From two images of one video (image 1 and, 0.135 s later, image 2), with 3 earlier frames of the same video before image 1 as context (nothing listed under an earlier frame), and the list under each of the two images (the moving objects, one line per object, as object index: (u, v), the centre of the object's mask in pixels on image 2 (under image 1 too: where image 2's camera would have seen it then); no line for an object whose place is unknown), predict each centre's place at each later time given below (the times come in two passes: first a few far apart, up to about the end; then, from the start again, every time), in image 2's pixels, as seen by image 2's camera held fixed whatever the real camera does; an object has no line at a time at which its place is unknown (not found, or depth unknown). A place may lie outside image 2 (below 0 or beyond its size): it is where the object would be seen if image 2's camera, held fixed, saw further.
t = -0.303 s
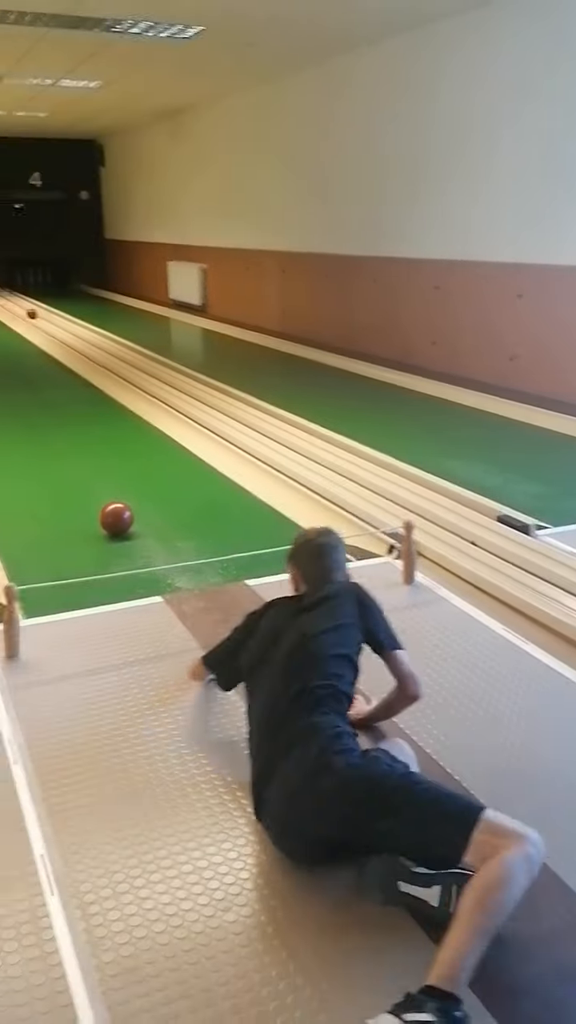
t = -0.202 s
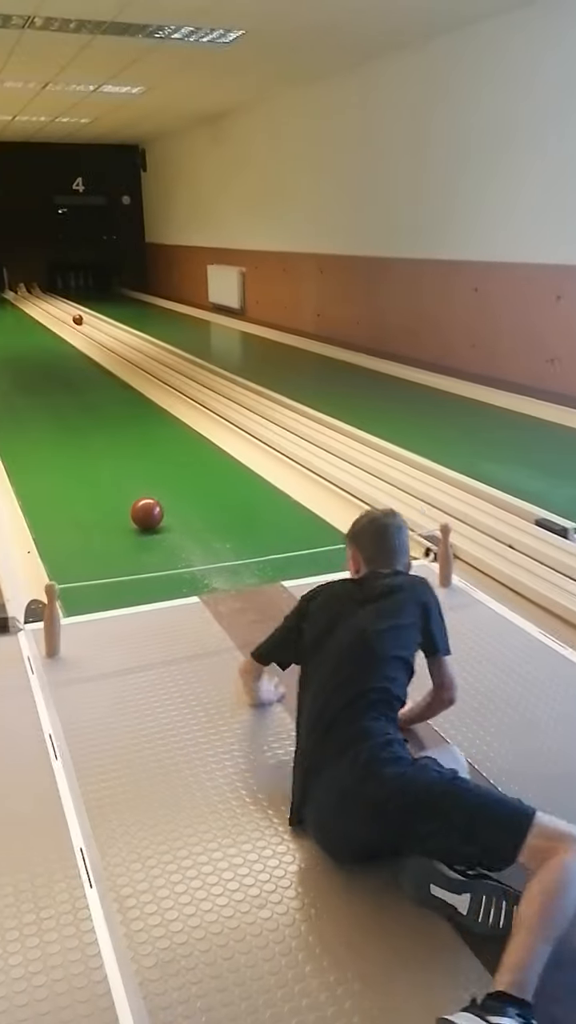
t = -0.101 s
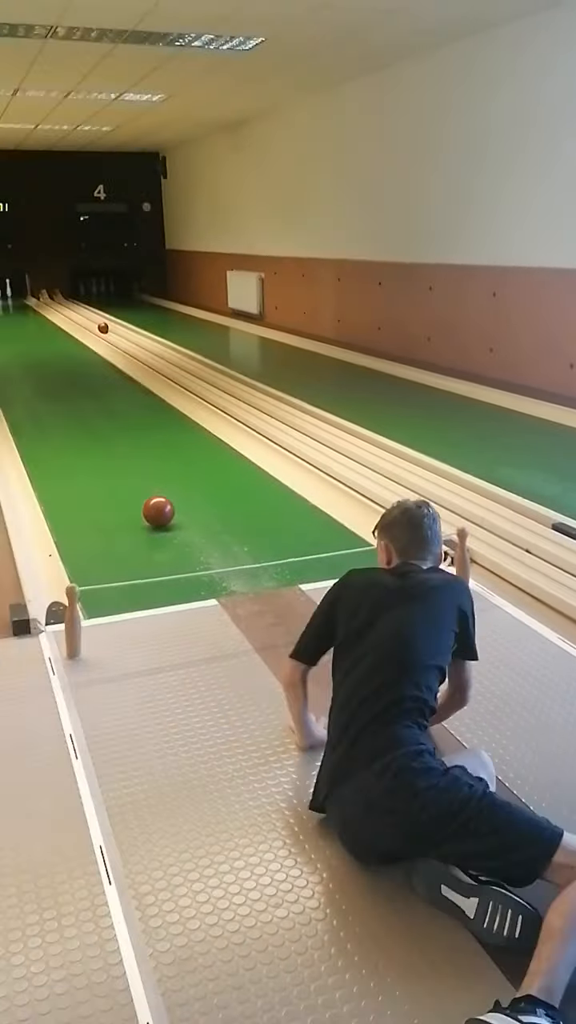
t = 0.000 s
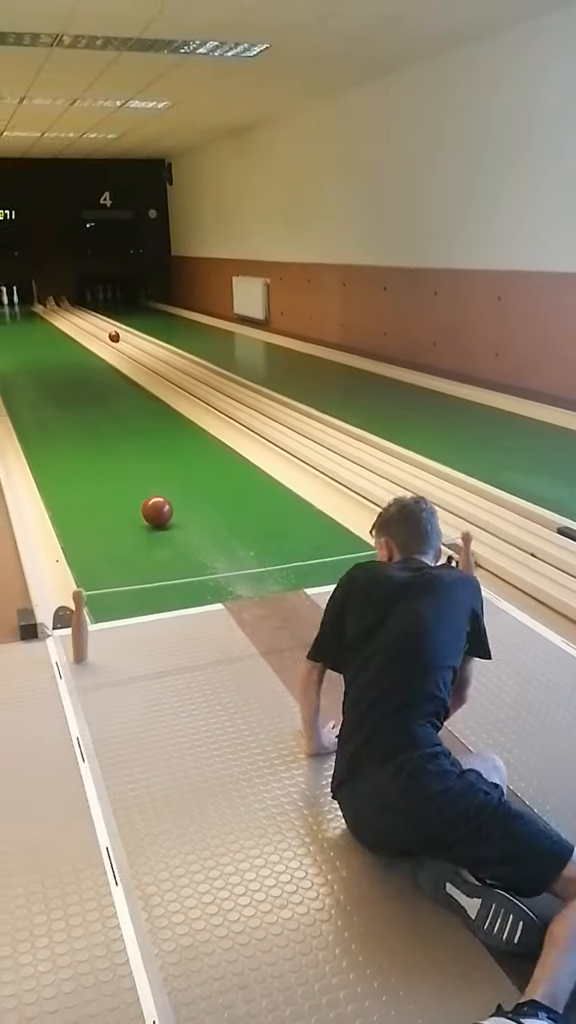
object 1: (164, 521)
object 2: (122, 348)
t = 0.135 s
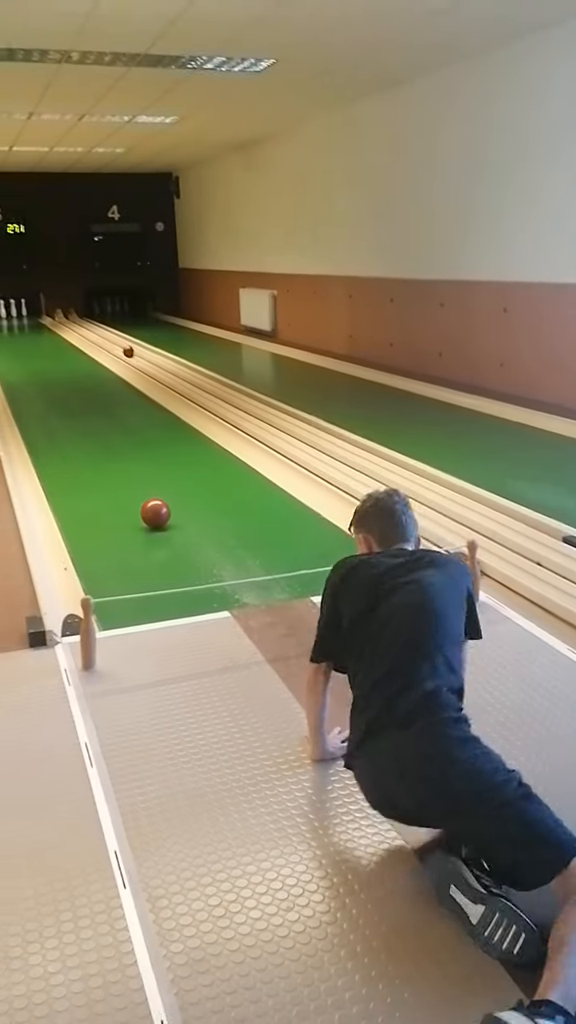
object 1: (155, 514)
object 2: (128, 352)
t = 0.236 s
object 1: (148, 509)
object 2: (133, 355)
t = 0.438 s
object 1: (135, 500)
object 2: (145, 361)
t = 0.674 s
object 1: (121, 490)
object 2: (159, 369)
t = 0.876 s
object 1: (111, 482)
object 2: (175, 376)
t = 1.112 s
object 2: (196, 387)
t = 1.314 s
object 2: (216, 397)
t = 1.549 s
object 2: (243, 411)
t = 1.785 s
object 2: (275, 428)
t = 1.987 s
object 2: (309, 446)
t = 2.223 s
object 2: (360, 473)
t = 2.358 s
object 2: (391, 491)
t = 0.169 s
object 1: (153, 512)
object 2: (130, 353)
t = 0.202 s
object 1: (150, 511)
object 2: (131, 354)
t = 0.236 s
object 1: (148, 509)
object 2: (133, 355)
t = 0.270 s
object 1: (146, 508)
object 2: (135, 356)
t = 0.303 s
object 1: (144, 506)
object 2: (137, 357)
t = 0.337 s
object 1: (142, 504)
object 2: (139, 358)
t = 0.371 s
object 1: (139, 503)
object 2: (140, 359)
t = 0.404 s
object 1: (137, 501)
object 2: (142, 360)
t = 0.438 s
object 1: (135, 500)
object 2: (145, 361)
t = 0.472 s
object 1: (133, 499)
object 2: (146, 362)
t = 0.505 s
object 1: (131, 497)
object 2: (148, 363)
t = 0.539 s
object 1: (129, 495)
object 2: (150, 364)
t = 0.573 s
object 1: (127, 494)
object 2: (152, 366)
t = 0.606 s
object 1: (125, 493)
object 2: (155, 367)
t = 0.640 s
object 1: (123, 491)
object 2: (157, 367)
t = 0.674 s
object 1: (121, 490)
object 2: (159, 369)
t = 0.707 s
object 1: (120, 489)
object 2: (161, 370)
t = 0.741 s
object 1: (117, 487)
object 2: (164, 371)
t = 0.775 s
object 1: (116, 486)
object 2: (167, 373)
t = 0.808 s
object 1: (114, 485)
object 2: (169, 374)
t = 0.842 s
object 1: (113, 483)
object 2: (172, 375)
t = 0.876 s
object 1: (111, 482)
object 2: (175, 376)
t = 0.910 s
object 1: (110, 481)
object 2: (179, 378)
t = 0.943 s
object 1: (108, 480)
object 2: (181, 379)
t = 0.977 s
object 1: (107, 479)
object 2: (184, 381)
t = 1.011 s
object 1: (105, 478)
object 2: (187, 382)
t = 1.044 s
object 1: (104, 477)
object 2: (190, 384)
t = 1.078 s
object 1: (103, 476)
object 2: (193, 386)
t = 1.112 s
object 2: (196, 387)
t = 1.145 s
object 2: (199, 389)
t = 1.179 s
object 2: (203, 390)
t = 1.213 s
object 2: (206, 392)
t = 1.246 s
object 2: (209, 393)
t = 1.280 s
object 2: (213, 395)
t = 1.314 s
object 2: (216, 397)
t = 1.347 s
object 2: (220, 399)
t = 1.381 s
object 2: (223, 401)
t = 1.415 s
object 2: (227, 402)
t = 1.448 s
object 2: (231, 405)
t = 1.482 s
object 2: (235, 407)
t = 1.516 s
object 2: (239, 409)
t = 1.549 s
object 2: (243, 411)
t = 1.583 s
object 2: (247, 413)
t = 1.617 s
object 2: (252, 415)
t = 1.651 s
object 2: (256, 418)
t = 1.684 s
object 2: (261, 420)
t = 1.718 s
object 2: (266, 422)
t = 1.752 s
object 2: (270, 425)
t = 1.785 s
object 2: (275, 428)
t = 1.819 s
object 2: (281, 431)
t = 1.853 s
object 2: (286, 433)
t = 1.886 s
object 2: (291, 436)
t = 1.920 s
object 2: (298, 440)
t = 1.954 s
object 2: (304, 443)
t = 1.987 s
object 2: (309, 446)
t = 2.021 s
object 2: (316, 450)
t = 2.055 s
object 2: (323, 453)
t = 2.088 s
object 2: (330, 457)
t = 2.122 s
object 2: (337, 461)
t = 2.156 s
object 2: (345, 465)
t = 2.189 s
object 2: (352, 468)
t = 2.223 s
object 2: (360, 473)
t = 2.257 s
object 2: (368, 477)
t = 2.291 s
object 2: (377, 482)
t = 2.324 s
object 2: (387, 486)
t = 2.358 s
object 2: (391, 491)
